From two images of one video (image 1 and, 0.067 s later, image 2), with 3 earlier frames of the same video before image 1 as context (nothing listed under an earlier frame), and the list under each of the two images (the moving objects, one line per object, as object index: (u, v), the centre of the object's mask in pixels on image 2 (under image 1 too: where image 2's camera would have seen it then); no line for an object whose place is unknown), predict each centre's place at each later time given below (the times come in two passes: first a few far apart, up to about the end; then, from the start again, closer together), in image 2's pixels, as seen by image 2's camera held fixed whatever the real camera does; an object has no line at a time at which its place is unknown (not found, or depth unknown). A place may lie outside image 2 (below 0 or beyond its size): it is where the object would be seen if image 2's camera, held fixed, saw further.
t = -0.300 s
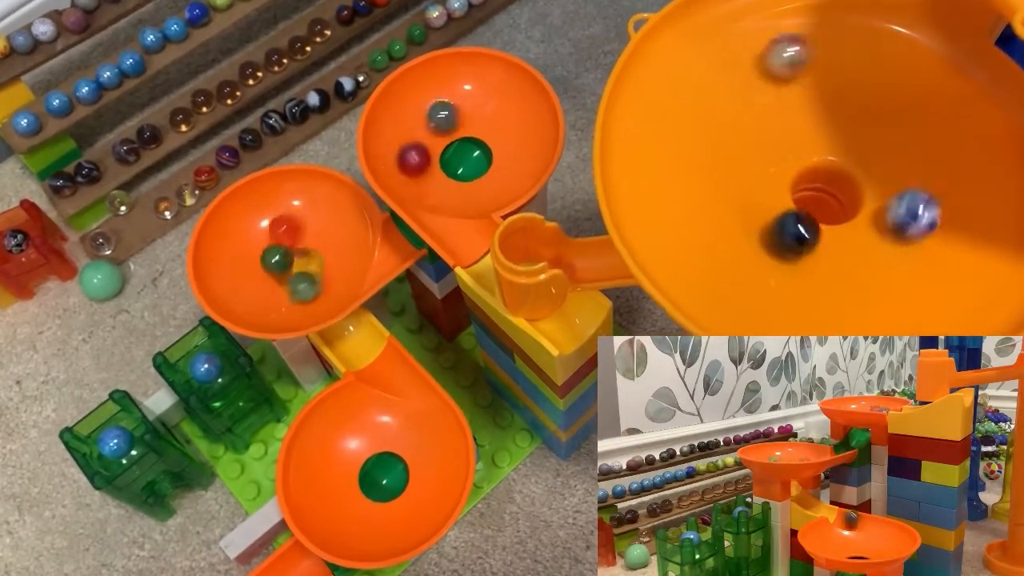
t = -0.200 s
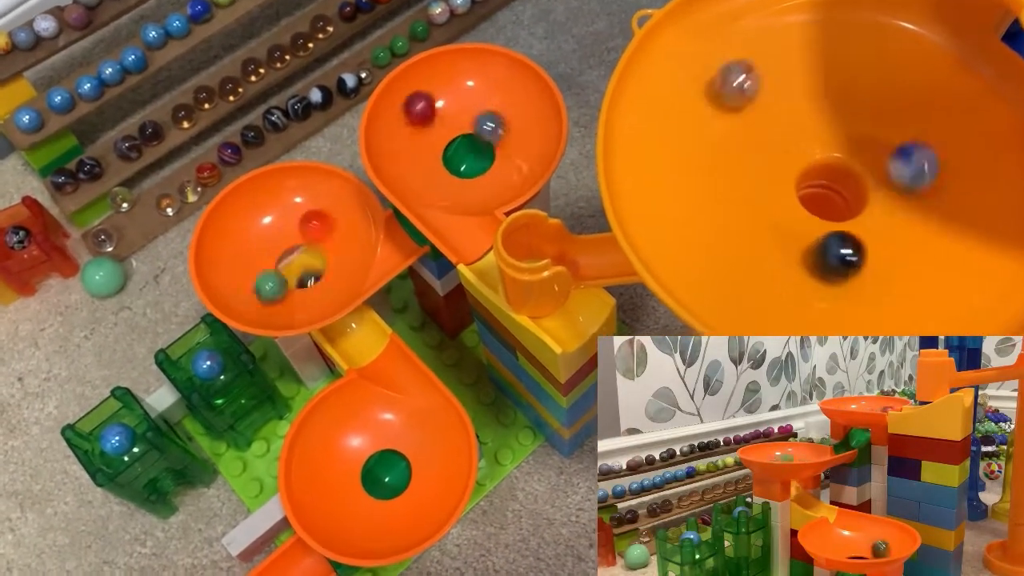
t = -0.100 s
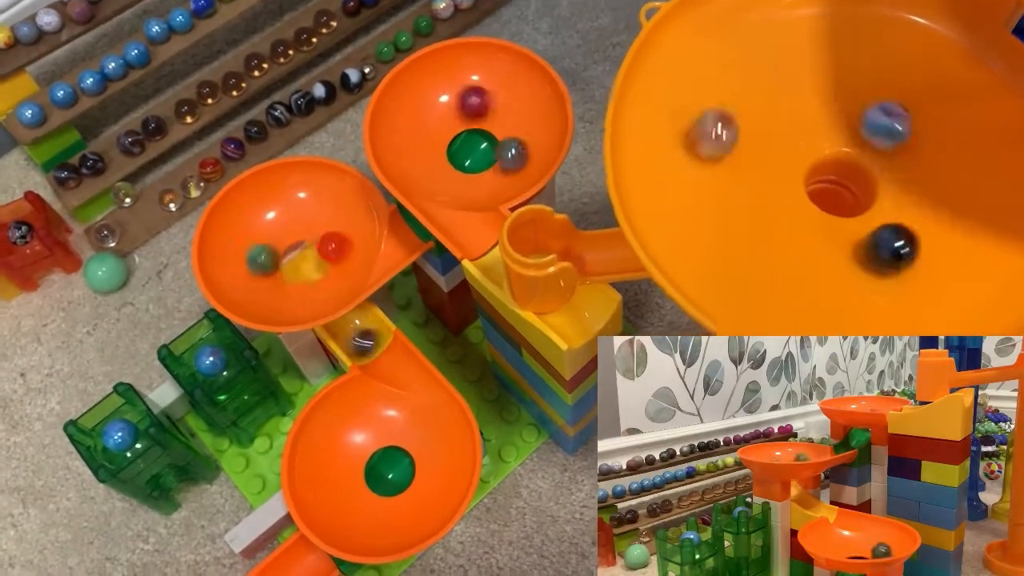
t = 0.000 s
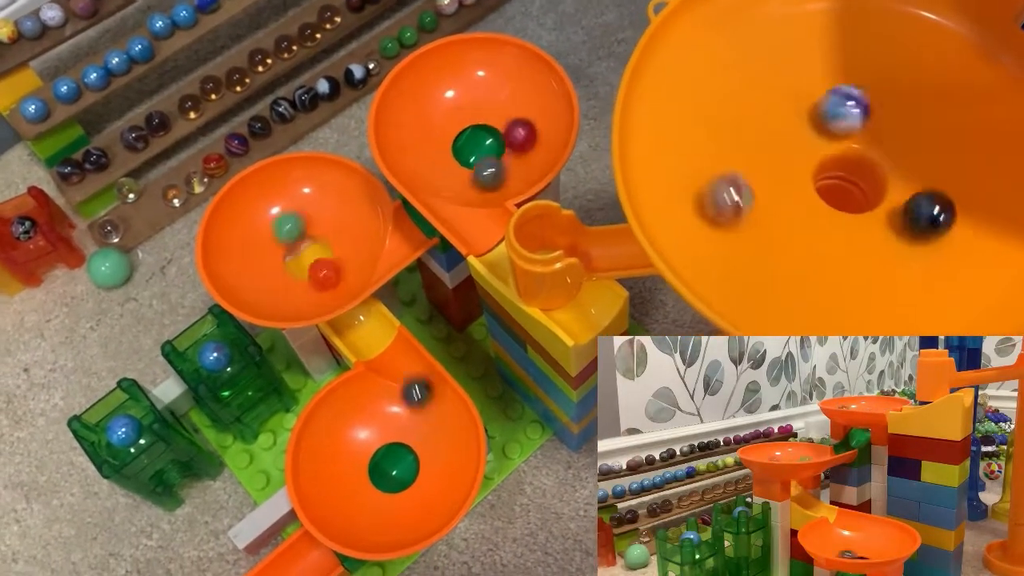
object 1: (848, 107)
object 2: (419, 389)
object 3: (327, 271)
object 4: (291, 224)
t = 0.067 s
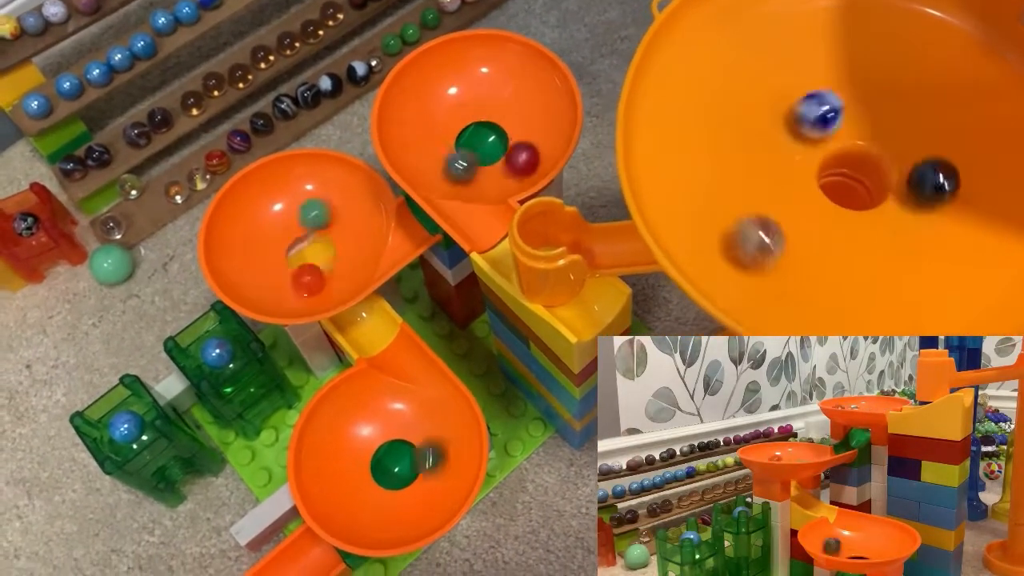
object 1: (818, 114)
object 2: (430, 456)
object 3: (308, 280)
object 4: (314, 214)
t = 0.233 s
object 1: (796, 178)
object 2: (369, 518)
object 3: (278, 249)
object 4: (343, 240)
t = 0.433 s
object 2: (383, 387)
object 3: (318, 212)
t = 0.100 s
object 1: (806, 122)
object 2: (425, 492)
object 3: (298, 279)
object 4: (326, 213)
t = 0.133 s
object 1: (799, 134)
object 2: (412, 518)
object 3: (289, 274)
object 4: (335, 216)
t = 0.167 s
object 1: (794, 148)
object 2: (395, 530)
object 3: (283, 268)
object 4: (342, 222)
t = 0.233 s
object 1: (796, 178)
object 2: (369, 518)
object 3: (278, 249)
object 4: (343, 240)
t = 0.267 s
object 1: (804, 193)
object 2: (361, 495)
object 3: (281, 238)
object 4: (339, 251)
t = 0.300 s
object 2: (356, 468)
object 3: (285, 227)
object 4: (330, 261)
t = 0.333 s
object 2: (356, 440)
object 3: (291, 219)
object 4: (320, 268)
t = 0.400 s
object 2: (371, 396)
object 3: (309, 210)
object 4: (296, 275)
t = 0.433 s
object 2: (383, 387)
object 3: (318, 212)
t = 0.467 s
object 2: (397, 389)
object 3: (326, 216)
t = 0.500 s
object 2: (412, 401)
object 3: (333, 224)
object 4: (273, 263)
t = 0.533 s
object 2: (421, 421)
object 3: (337, 234)
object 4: (271, 255)
